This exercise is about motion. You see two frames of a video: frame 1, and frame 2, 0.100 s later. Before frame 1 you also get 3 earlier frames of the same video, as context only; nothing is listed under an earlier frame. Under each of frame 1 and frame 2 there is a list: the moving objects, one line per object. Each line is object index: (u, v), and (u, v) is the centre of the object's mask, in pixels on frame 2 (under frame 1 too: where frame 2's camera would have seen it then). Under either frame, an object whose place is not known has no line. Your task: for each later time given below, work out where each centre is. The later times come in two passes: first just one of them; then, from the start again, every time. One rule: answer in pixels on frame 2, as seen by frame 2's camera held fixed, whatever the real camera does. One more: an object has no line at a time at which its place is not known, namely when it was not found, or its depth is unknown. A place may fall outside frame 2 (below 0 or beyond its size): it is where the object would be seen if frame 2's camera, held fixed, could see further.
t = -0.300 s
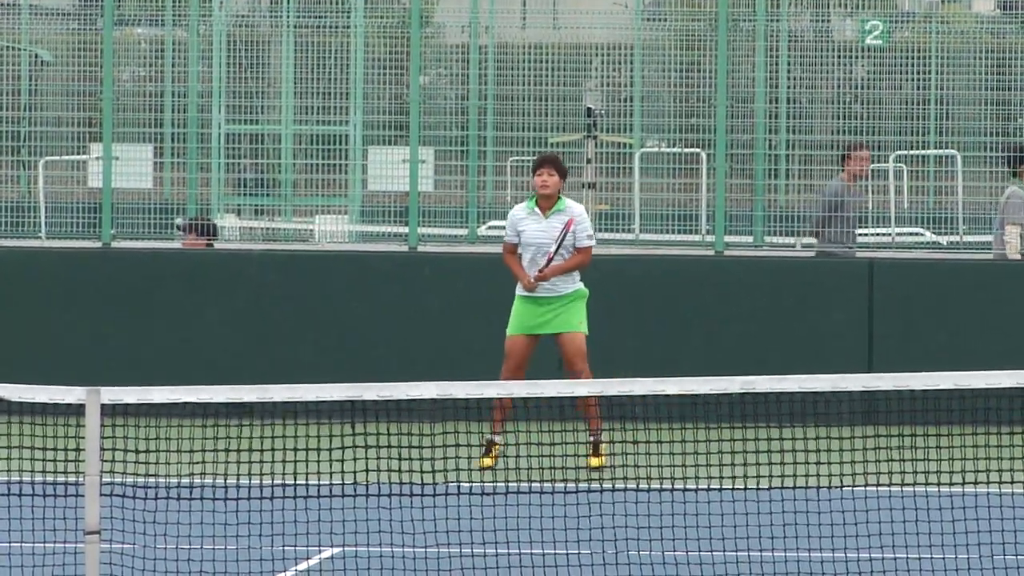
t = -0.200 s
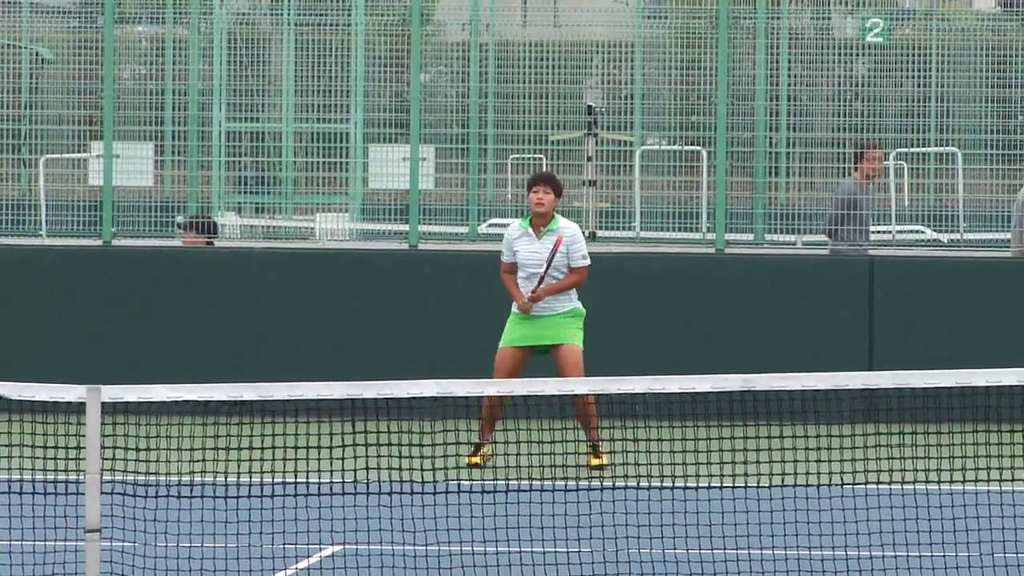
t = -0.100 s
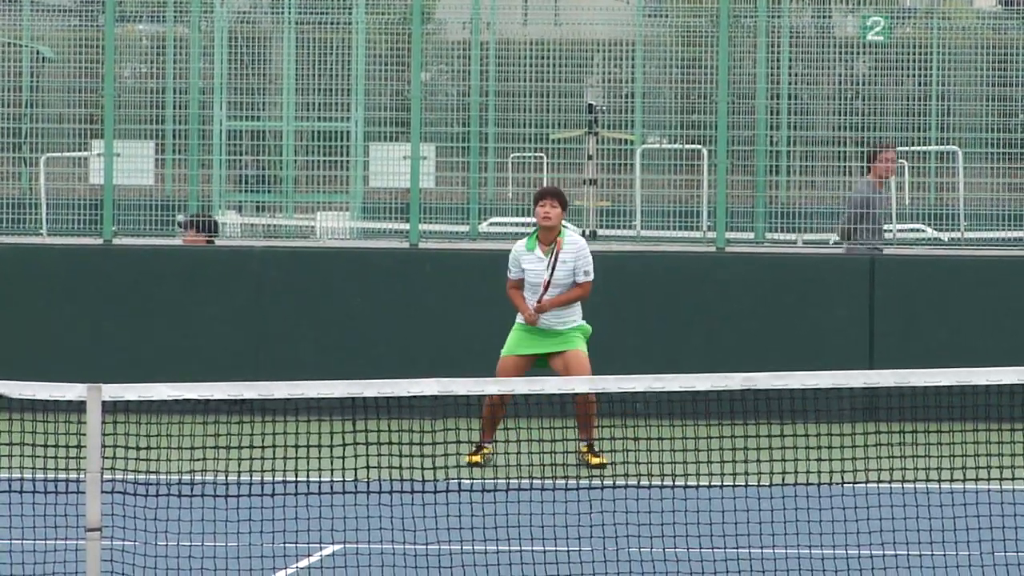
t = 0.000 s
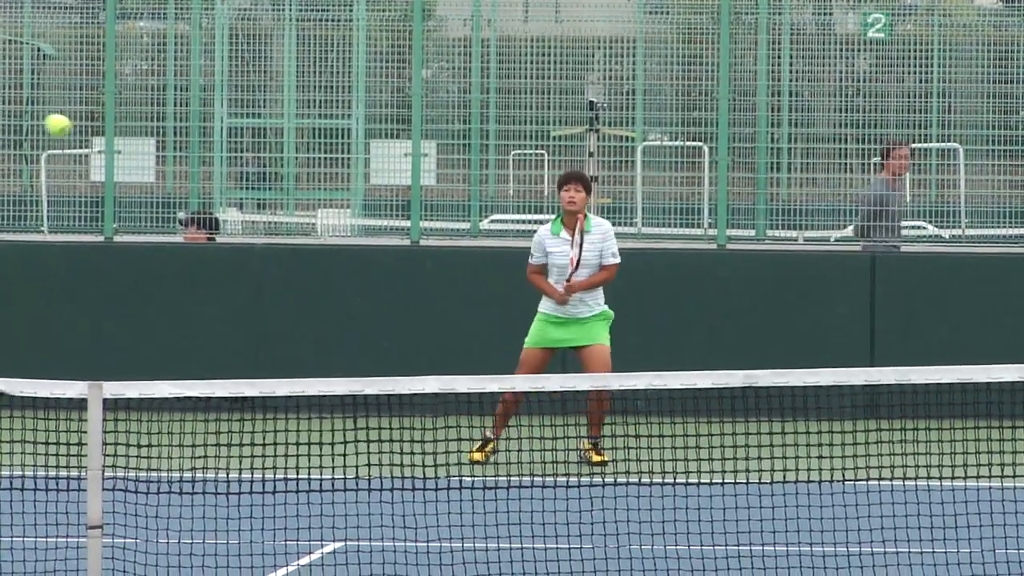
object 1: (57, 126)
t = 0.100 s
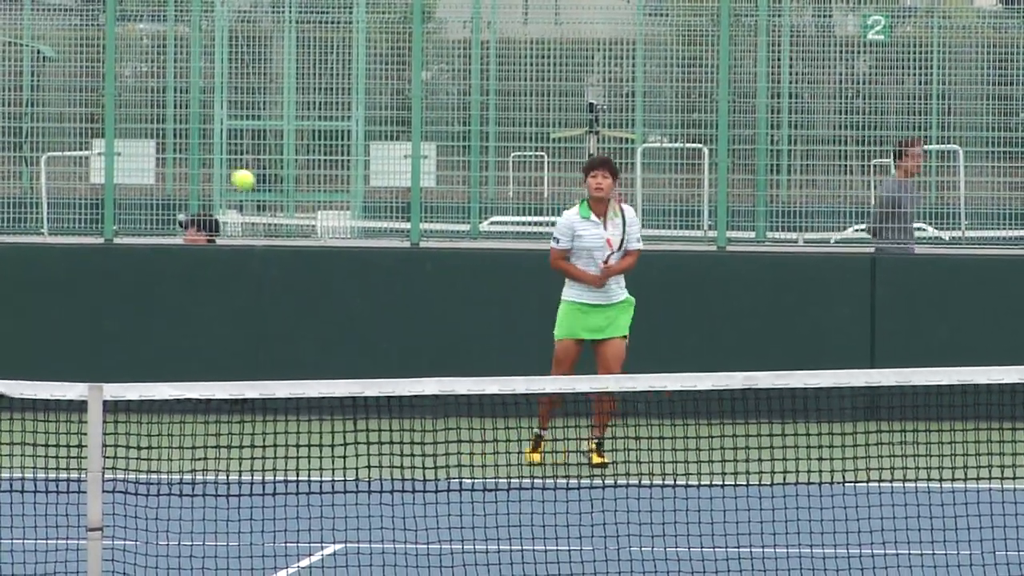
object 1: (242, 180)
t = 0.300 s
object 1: (524, 339)
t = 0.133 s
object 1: (297, 202)
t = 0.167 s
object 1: (348, 226)
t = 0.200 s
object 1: (396, 251)
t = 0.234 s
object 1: (440, 279)
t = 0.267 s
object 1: (483, 309)
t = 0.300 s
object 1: (524, 339)
